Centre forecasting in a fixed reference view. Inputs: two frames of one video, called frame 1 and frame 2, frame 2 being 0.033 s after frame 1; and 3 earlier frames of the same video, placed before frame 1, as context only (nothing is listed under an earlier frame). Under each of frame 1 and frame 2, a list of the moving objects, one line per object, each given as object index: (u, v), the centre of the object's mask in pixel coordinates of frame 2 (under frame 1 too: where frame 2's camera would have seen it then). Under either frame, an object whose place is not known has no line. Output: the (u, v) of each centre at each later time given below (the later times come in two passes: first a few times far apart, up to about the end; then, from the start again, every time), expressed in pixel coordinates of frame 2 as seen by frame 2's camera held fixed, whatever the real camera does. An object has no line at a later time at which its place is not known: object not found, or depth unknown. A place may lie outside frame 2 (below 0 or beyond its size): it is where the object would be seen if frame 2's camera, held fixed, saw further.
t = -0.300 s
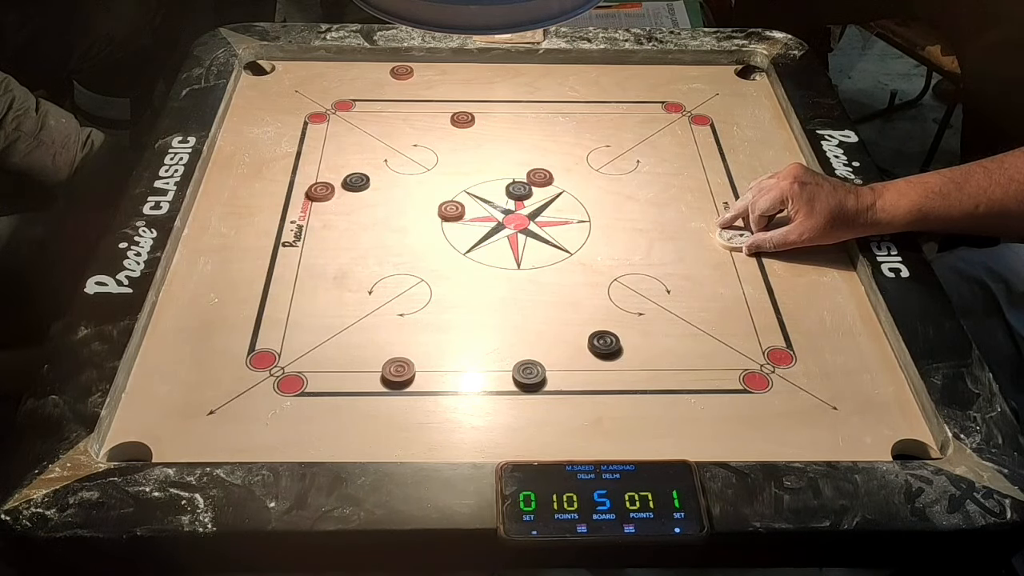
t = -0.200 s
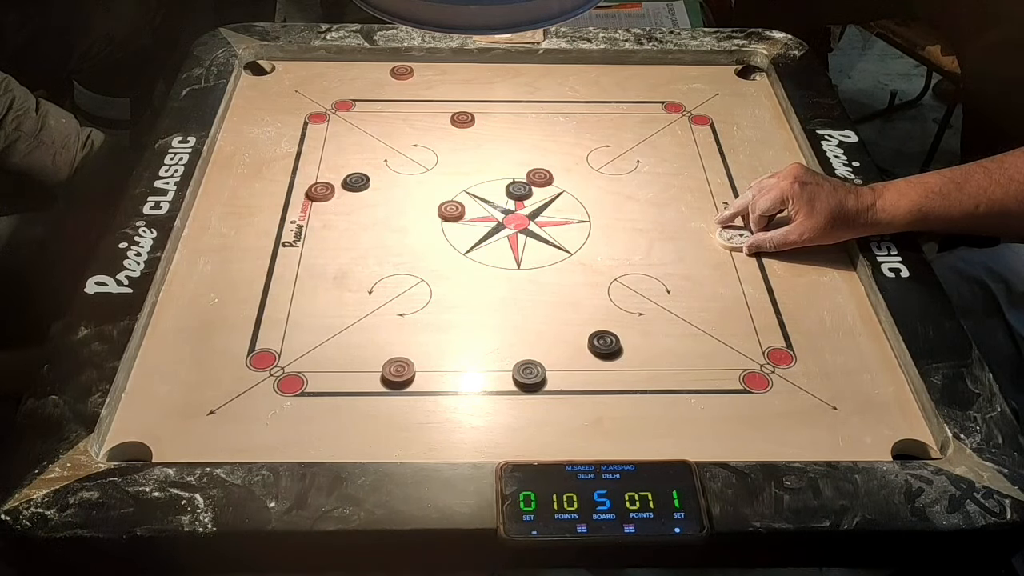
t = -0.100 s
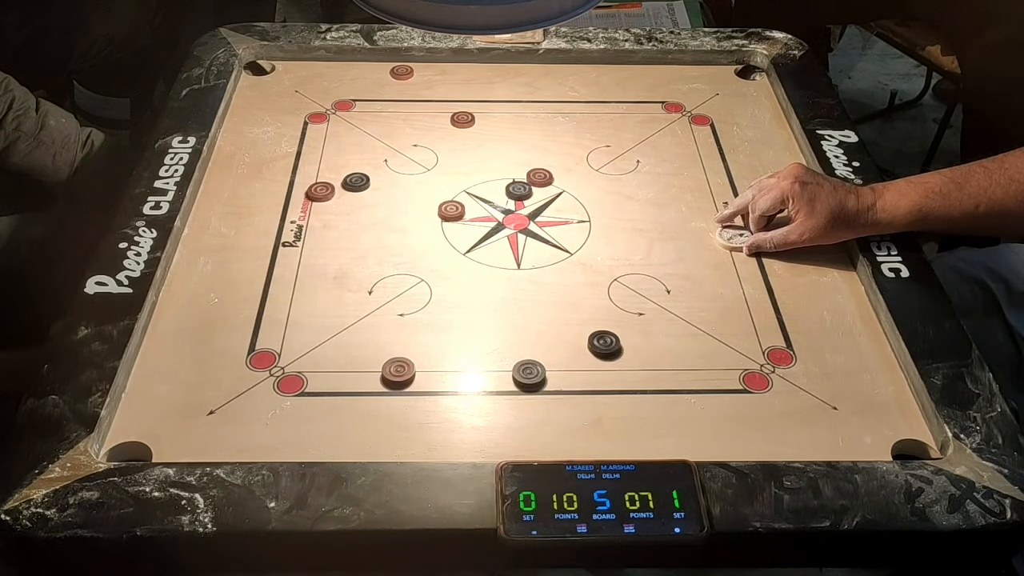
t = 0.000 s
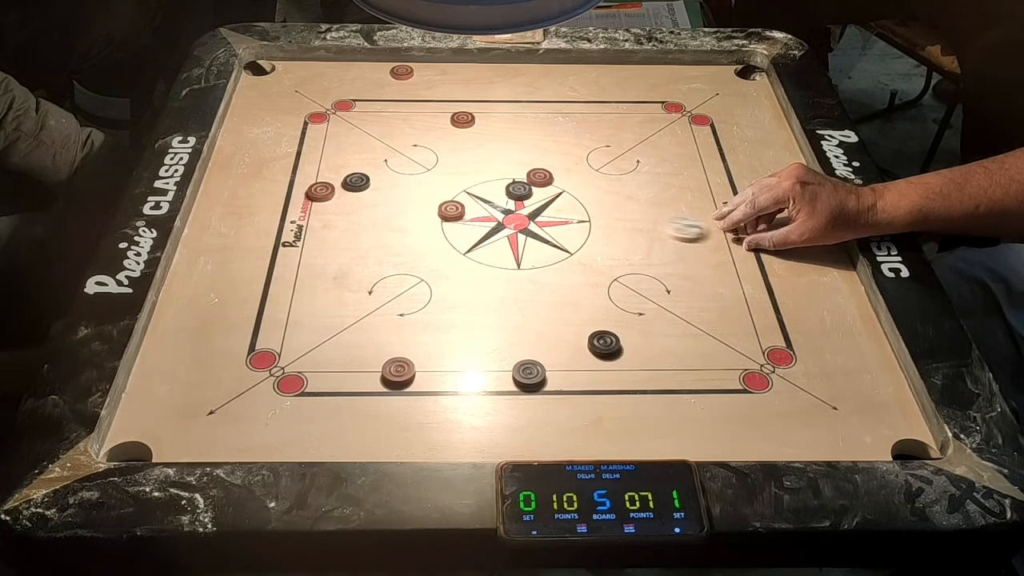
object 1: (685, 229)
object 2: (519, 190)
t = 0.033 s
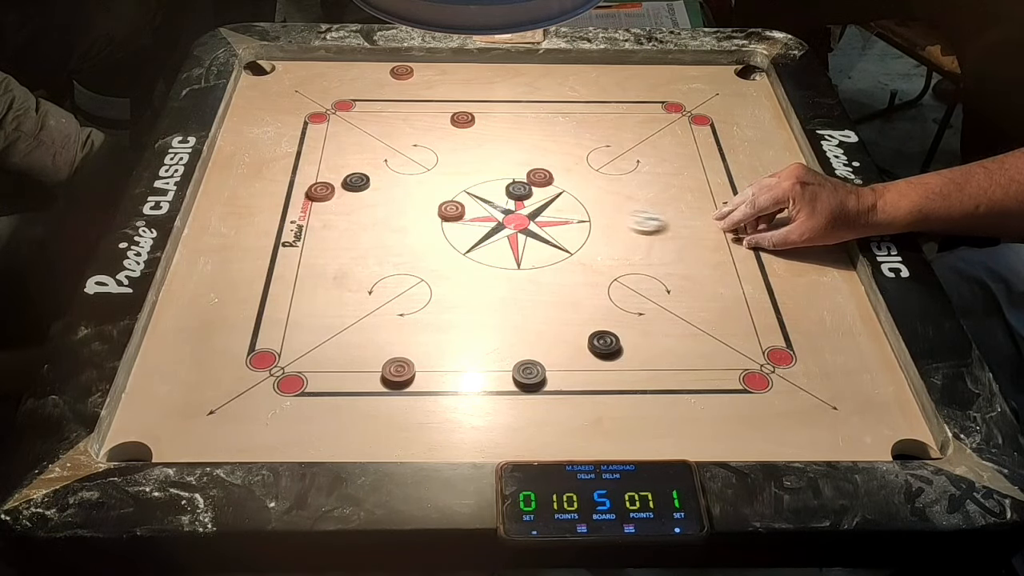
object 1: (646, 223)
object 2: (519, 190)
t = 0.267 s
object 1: (471, 201)
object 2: (390, 137)
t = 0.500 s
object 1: (446, 196)
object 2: (253, 78)
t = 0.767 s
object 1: (445, 196)
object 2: (321, 67)
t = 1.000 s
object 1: (445, 196)
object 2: (323, 68)
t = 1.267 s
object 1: (445, 196)
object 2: (323, 68)
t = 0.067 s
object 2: (519, 190)
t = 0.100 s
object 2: (519, 190)
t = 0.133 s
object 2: (512, 188)
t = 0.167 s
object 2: (478, 173)
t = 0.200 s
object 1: (499, 202)
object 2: (447, 161)
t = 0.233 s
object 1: (480, 202)
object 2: (417, 148)
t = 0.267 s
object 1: (471, 201)
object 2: (390, 137)
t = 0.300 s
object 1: (464, 200)
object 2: (364, 126)
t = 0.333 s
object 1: (458, 198)
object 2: (341, 117)
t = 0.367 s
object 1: (453, 197)
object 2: (318, 107)
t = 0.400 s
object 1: (449, 197)
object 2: (297, 98)
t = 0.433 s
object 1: (447, 196)
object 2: (278, 91)
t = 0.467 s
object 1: (446, 196)
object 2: (262, 84)
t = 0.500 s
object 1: (446, 196)
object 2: (253, 78)
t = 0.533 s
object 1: (446, 196)
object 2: (267, 74)
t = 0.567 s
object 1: (446, 196)
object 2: (280, 71)
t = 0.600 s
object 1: (446, 196)
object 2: (290, 69)
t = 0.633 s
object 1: (446, 196)
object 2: (300, 67)
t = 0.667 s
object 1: (446, 196)
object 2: (308, 65)
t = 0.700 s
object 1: (446, 196)
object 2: (314, 65)
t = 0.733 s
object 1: (445, 196)
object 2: (318, 66)
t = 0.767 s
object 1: (445, 196)
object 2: (321, 67)
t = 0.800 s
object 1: (445, 196)
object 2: (322, 67)
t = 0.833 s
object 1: (445, 196)
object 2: (323, 68)
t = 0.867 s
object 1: (445, 196)
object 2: (323, 68)
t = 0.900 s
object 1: (445, 196)
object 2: (323, 68)
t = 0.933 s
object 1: (445, 196)
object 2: (323, 68)
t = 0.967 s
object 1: (445, 196)
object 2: (323, 68)
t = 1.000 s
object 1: (445, 196)
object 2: (323, 68)
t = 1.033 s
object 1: (445, 196)
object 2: (323, 68)
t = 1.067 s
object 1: (445, 196)
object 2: (323, 68)
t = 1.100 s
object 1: (445, 196)
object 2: (323, 68)
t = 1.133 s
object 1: (445, 196)
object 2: (323, 68)
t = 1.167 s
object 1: (445, 196)
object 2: (323, 68)
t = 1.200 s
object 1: (445, 196)
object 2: (323, 68)
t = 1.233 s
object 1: (445, 196)
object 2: (323, 68)
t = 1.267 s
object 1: (445, 196)
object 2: (323, 68)
